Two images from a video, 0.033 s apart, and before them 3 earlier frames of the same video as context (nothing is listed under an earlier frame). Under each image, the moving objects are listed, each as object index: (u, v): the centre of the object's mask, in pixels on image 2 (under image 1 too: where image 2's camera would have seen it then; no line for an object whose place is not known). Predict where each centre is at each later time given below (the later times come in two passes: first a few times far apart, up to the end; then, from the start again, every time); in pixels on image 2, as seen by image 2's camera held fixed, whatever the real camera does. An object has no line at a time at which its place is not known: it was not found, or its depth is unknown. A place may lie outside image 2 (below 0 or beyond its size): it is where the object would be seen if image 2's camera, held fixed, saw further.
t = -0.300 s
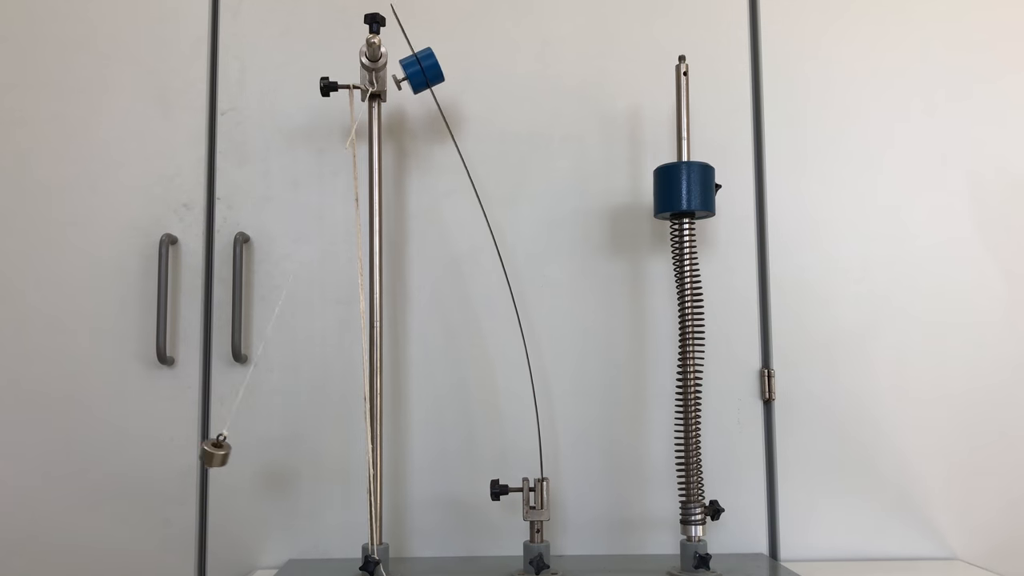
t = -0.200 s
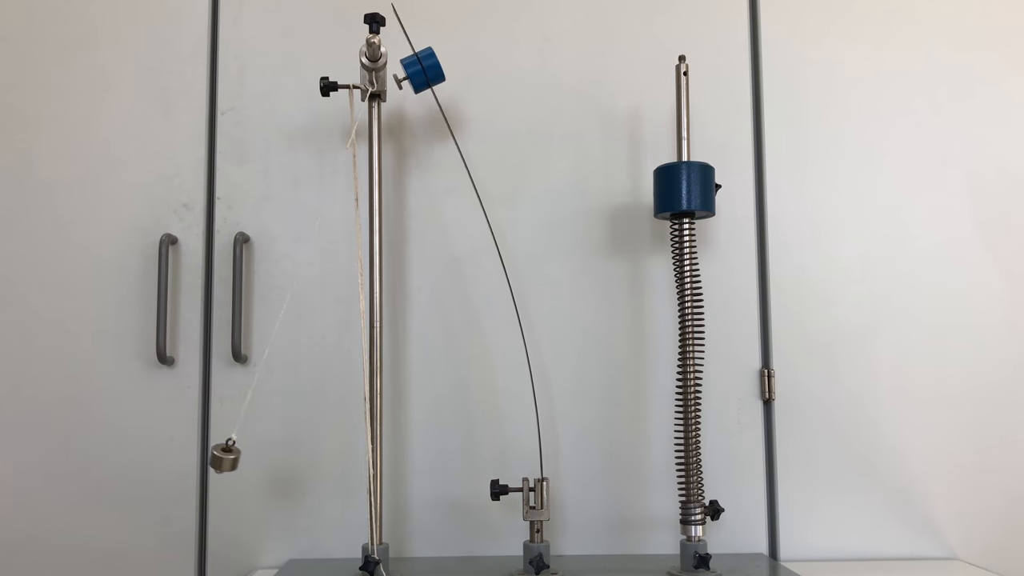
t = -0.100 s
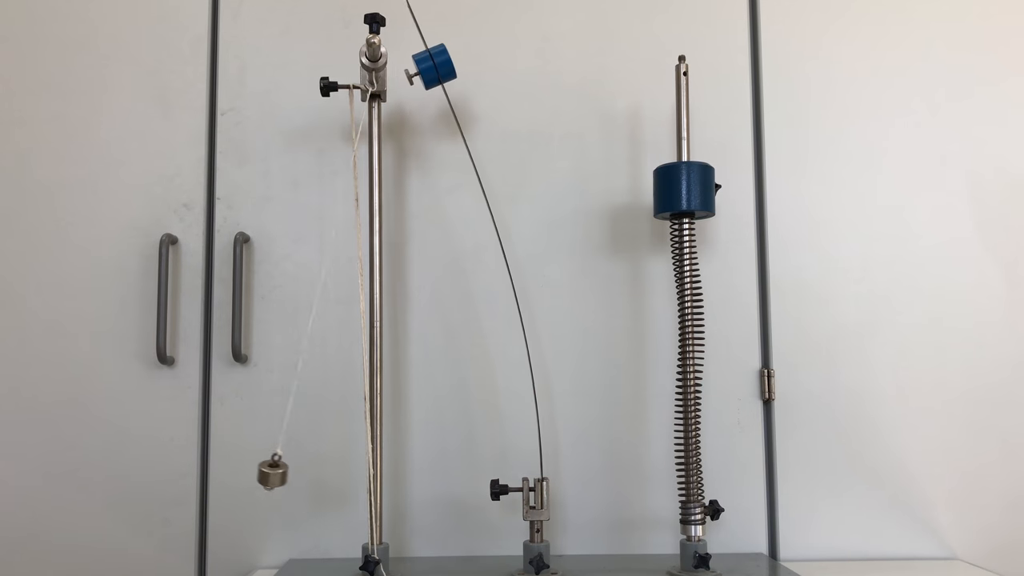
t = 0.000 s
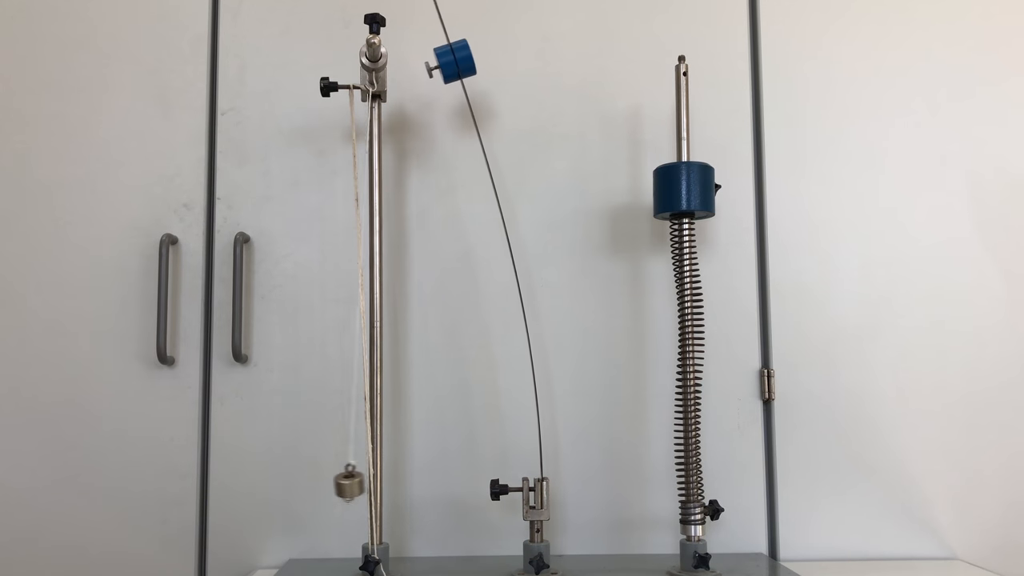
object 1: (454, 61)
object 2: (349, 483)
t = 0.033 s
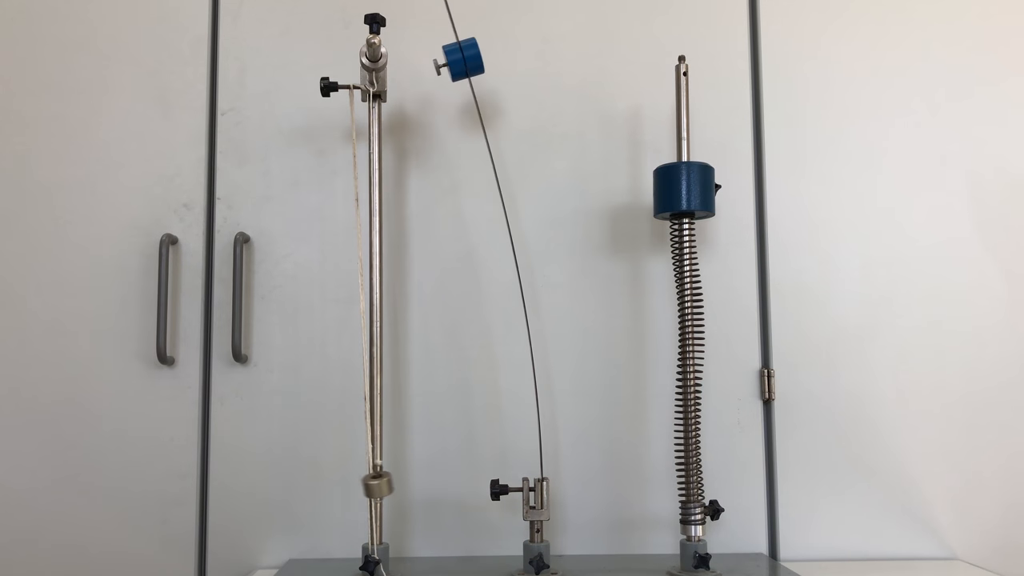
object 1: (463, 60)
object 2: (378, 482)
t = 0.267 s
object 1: (524, 52)
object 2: (520, 452)
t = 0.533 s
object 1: (553, 52)
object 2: (441, 475)
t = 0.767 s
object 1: (520, 52)
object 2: (263, 467)
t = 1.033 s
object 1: (452, 62)
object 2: (240, 462)
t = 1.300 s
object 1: (422, 71)
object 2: (432, 478)
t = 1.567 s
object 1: (465, 59)
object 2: (519, 452)
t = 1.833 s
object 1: (532, 51)
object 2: (359, 481)
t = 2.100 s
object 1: (551, 51)
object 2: (220, 454)
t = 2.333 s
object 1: (510, 53)
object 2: (300, 478)
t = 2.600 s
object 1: (443, 64)
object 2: (493, 462)
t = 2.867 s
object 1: (426, 69)
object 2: (479, 466)
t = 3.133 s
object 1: (475, 58)
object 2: (284, 472)
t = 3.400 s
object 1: (538, 51)
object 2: (233, 460)
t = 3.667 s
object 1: (546, 51)
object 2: (408, 481)
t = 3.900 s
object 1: (499, 54)
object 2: (516, 453)
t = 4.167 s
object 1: (437, 66)
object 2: (408, 479)
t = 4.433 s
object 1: (430, 68)
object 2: (236, 461)
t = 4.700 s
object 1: (485, 56)
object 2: (283, 476)
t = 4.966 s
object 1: (542, 51)
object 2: (475, 468)
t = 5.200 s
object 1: (544, 52)
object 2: (499, 459)
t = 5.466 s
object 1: (490, 55)
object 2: (329, 479)
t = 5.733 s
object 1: (433, 67)
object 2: (225, 459)
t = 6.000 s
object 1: (436, 66)
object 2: (360, 484)
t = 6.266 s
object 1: (496, 54)
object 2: (508, 456)
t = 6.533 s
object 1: (544, 51)
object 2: (425, 477)
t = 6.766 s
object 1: (539, 52)
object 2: (264, 470)
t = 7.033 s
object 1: (479, 56)
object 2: (254, 470)
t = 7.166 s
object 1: (450, 62)
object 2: (338, 484)
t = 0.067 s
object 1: (472, 57)
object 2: (406, 481)
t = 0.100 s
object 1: (481, 56)
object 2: (432, 477)
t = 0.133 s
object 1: (490, 55)
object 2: (457, 472)
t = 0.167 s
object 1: (500, 53)
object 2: (478, 467)
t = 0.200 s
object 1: (508, 53)
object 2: (496, 461)
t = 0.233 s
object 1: (517, 52)
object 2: (510, 456)
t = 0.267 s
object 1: (524, 52)
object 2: (520, 452)
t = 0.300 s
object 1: (531, 51)
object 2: (525, 450)
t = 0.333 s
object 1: (538, 51)
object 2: (526, 450)
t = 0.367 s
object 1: (544, 51)
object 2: (522, 451)
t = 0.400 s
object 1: (547, 51)
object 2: (514, 455)
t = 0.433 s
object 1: (552, 52)
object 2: (501, 459)
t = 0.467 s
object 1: (553, 52)
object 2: (485, 464)
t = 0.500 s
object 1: (554, 50)
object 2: (464, 470)
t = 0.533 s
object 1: (553, 52)
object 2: (441, 475)
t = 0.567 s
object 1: (553, 52)
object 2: (416, 479)
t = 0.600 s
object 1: (549, 51)
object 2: (389, 481)
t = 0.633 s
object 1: (547, 51)
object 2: (360, 482)
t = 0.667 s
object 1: (541, 51)
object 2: (333, 480)
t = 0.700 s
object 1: (534, 51)
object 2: (308, 477)
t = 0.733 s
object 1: (526, 51)
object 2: (284, 472)
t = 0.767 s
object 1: (520, 52)
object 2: (263, 467)
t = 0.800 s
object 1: (511, 52)
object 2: (246, 462)
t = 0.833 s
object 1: (502, 53)
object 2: (232, 458)
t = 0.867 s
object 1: (493, 54)
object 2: (223, 455)
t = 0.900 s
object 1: (484, 55)
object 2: (218, 452)
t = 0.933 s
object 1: (475, 57)
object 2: (217, 452)
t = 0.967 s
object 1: (467, 58)
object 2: (220, 454)
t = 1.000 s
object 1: (458, 60)
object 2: (227, 458)
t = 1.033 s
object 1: (452, 62)
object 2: (240, 462)
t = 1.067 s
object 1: (443, 64)
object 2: (256, 467)
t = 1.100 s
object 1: (437, 66)
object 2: (275, 472)
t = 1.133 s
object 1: (432, 67)
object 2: (298, 477)
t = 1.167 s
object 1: (428, 68)
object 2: (324, 482)
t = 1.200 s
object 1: (425, 70)
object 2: (351, 483)
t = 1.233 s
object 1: (422, 70)
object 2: (378, 483)
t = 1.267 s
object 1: (422, 70)
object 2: (406, 482)
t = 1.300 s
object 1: (422, 71)
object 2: (432, 478)
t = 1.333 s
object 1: (424, 70)
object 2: (456, 473)
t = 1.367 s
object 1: (427, 69)
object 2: (477, 467)
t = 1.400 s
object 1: (430, 67)
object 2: (495, 462)
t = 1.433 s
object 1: (436, 66)
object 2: (508, 457)
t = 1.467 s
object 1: (442, 65)
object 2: (517, 453)
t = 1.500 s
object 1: (449, 62)
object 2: (522, 451)
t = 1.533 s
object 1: (457, 61)
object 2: (523, 451)
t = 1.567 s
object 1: (465, 59)
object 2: (519, 452)
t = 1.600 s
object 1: (473, 57)
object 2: (510, 456)
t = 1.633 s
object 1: (482, 56)
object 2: (498, 460)
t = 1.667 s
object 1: (491, 54)
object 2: (482, 465)
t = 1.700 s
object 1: (500, 54)
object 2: (462, 470)
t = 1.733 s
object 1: (510, 52)
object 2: (439, 476)
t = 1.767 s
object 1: (517, 52)
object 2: (413, 479)
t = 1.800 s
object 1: (525, 52)
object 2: (387, 481)
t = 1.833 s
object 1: (532, 51)
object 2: (359, 481)
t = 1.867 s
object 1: (538, 51)
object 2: (333, 479)
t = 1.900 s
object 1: (544, 52)
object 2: (308, 477)
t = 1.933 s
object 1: (548, 52)
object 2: (284, 472)
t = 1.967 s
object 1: (550, 52)
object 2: (264, 467)
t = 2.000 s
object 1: (553, 52)
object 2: (247, 463)
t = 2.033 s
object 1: (553, 52)
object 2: (234, 459)
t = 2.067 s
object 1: (553, 52)
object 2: (225, 455)
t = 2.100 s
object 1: (551, 51)
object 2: (220, 454)
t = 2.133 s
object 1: (547, 51)
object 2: (219, 454)
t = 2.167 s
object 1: (544, 52)
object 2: (222, 456)
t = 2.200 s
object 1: (538, 51)
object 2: (230, 459)
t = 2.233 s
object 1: (532, 51)
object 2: (242, 463)
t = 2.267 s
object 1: (526, 52)
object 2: (258, 469)
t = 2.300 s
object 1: (517, 52)
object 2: (277, 474)
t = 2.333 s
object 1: (510, 53)
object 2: (300, 478)
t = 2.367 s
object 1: (502, 53)
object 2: (326, 481)
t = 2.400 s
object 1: (492, 54)
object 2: (352, 484)
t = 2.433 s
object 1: (483, 55)
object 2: (380, 483)
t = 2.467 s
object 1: (475, 57)
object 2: (407, 481)
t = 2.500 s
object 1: (466, 59)
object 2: (432, 478)
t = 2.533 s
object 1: (458, 60)
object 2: (456, 473)
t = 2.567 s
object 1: (451, 62)
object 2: (476, 468)
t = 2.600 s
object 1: (443, 64)
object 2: (493, 462)
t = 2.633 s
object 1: (438, 66)
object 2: (506, 457)
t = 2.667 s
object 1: (433, 67)
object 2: (515, 454)
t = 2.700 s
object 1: (429, 68)
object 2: (520, 452)
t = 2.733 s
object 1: (426, 69)
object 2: (520, 452)
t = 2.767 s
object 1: (424, 70)
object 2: (516, 454)
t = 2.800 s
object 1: (423, 70)
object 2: (507, 456)
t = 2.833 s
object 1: (424, 70)
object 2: (495, 461)
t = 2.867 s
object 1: (426, 69)
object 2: (479, 466)
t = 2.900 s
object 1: (429, 69)
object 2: (459, 471)
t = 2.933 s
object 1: (433, 67)
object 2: (436, 476)
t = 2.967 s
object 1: (437, 66)
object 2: (411, 479)
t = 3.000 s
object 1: (443, 64)
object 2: (385, 481)
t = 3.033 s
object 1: (451, 62)
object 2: (357, 482)
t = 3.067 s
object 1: (458, 61)
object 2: (332, 480)
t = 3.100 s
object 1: (467, 59)
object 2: (307, 477)
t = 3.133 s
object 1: (475, 58)
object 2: (284, 472)
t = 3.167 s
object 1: (484, 56)
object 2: (265, 468)
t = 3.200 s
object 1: (492, 54)
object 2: (248, 463)
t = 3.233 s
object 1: (501, 53)
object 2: (235, 460)
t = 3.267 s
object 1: (510, 53)
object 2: (226, 457)
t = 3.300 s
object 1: (517, 52)
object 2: (222, 455)
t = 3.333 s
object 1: (525, 51)
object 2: (221, 456)
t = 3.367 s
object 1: (532, 52)
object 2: (225, 457)
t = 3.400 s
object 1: (538, 51)
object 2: (233, 460)
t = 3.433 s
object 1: (543, 52)
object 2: (245, 465)
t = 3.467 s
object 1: (547, 52)
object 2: (261, 470)
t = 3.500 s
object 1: (550, 52)
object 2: (280, 474)
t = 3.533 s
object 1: (550, 52)
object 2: (303, 479)
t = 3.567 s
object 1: (552, 52)
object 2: (328, 482)
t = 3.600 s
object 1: (550, 52)
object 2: (354, 484)
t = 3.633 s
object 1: (549, 52)
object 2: (382, 483)
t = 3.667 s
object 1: (546, 51)
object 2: (408, 481)
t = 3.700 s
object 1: (541, 51)
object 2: (433, 477)
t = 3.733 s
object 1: (537, 51)
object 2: (456, 473)
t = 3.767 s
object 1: (531, 51)
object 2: (475, 467)
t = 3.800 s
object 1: (523, 52)
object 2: (491, 462)
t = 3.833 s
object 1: (515, 52)
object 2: (504, 458)
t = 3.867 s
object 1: (507, 53)
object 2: (512, 455)
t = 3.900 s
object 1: (499, 54)
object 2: (516, 453)
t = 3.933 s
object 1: (490, 54)
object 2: (516, 453)
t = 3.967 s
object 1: (482, 56)
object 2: (512, 454)
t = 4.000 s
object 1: (473, 57)
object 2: (504, 458)
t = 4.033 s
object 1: (465, 60)
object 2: (491, 462)
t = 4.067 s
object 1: (457, 60)
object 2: (475, 467)
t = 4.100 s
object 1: (450, 62)
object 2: (455, 471)
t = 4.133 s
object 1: (443, 64)
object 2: (433, 476)
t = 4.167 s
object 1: (437, 66)
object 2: (408, 479)
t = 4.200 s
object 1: (433, 67)
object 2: (382, 481)
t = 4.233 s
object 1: (429, 69)
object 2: (355, 481)
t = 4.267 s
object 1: (426, 70)
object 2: (330, 479)
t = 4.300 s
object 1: (425, 70)
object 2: (306, 477)
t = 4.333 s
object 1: (424, 70)
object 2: (284, 473)
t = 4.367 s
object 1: (425, 70)
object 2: (265, 468)
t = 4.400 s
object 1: (427, 70)
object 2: (249, 464)
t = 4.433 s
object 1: (430, 68)
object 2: (236, 461)
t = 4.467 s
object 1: (434, 66)
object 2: (228, 458)
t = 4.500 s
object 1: (439, 65)
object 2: (223, 457)
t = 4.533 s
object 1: (446, 64)
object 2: (223, 457)
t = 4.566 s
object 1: (452, 62)
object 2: (227, 459)
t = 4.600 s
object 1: (459, 60)
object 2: (235, 462)
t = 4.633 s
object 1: (467, 58)
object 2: (247, 467)
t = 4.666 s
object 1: (476, 57)
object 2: (264, 471)
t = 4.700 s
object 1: (485, 56)
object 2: (283, 476)
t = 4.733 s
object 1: (493, 54)
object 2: (306, 480)
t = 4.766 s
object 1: (502, 53)
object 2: (331, 483)
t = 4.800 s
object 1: (510, 52)
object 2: (357, 484)
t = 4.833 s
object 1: (518, 52)
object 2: (384, 484)
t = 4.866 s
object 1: (526, 52)
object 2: (409, 481)
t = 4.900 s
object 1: (532, 51)
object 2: (434, 477)
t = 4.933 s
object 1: (538, 51)
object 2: (456, 473)
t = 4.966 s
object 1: (542, 51)
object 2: (475, 468)
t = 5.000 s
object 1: (546, 52)
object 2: (490, 462)
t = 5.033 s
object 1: (548, 52)
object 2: (502, 459)
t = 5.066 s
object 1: (550, 52)
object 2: (510, 456)
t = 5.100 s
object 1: (550, 52)
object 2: (514, 454)
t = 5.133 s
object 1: (550, 52)
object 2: (513, 454)
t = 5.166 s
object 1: (548, 51)
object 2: (508, 456)
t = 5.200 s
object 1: (544, 52)
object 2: (499, 459)
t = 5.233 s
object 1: (541, 52)
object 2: (487, 463)
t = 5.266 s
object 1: (535, 51)
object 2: (471, 467)
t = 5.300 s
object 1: (529, 51)
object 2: (451, 472)
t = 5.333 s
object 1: (522, 52)
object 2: (429, 476)
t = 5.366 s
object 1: (514, 52)
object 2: (405, 479)
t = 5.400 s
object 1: (506, 53)
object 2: (379, 480)
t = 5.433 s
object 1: (498, 54)
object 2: (353, 481)
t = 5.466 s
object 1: (490, 55)
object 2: (329, 479)
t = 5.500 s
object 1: (481, 56)
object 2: (305, 477)
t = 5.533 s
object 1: (472, 58)
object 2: (283, 473)
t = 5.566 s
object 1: (464, 58)
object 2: (264, 469)
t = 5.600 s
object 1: (457, 61)
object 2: (249, 465)
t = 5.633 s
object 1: (450, 62)
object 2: (237, 462)
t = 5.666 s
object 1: (443, 64)
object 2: (229, 459)
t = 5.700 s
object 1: (438, 66)
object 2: (225, 458)
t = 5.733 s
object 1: (433, 67)
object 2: (225, 459)
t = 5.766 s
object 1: (430, 68)
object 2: (229, 461)
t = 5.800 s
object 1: (427, 70)
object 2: (238, 464)
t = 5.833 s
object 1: (426, 69)
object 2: (251, 468)
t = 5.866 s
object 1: (426, 69)
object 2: (267, 473)
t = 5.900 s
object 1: (426, 70)
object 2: (287, 477)
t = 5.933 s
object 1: (429, 69)
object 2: (310, 480)
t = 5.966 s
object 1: (431, 67)
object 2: (335, 483)
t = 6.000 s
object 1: (436, 66)
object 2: (360, 484)
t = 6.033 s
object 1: (441, 65)
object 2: (387, 483)
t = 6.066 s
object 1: (446, 63)
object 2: (412, 481)
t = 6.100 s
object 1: (453, 61)
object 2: (435, 477)
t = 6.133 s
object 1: (462, 59)
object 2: (457, 472)
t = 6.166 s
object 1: (469, 58)
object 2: (475, 468)
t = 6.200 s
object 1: (478, 57)
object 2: (490, 463)
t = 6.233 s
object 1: (486, 55)
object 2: (501, 459)
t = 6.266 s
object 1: (496, 54)
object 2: (508, 456)
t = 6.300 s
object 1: (502, 54)
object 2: (511, 455)
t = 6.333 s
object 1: (511, 52)
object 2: (510, 455)
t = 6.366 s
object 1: (518, 52)
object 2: (505, 457)
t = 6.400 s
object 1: (525, 51)
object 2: (495, 460)
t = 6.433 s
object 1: (532, 51)
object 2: (483, 464)
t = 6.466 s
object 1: (538, 51)
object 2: (466, 468)
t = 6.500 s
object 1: (541, 51)
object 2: (447, 473)
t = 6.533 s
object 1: (544, 51)
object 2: (425, 477)
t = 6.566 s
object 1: (547, 52)
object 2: (401, 479)
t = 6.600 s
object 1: (549, 52)
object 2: (376, 480)
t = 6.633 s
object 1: (549, 51)
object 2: (351, 481)
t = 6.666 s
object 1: (547, 51)
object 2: (326, 479)
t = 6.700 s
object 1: (546, 51)
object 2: (303, 477)
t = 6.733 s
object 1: (543, 52)
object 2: (283, 473)
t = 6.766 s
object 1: (539, 52)
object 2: (264, 470)
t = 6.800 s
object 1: (535, 51)
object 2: (249, 466)
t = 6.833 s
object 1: (527, 52)
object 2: (238, 462)
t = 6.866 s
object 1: (521, 52)
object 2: (230, 460)
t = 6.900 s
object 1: (513, 53)
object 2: (227, 460)
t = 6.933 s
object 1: (505, 53)
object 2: (227, 461)
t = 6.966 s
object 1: (496, 54)
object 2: (232, 463)
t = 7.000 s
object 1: (488, 54)
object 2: (241, 466)
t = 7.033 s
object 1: (479, 56)
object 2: (254, 470)
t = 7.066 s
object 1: (472, 57)
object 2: (271, 474)
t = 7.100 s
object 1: (463, 59)
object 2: (291, 478)
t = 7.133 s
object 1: (456, 61)
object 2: (314, 482)
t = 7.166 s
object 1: (450, 62)
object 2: (338, 484)
